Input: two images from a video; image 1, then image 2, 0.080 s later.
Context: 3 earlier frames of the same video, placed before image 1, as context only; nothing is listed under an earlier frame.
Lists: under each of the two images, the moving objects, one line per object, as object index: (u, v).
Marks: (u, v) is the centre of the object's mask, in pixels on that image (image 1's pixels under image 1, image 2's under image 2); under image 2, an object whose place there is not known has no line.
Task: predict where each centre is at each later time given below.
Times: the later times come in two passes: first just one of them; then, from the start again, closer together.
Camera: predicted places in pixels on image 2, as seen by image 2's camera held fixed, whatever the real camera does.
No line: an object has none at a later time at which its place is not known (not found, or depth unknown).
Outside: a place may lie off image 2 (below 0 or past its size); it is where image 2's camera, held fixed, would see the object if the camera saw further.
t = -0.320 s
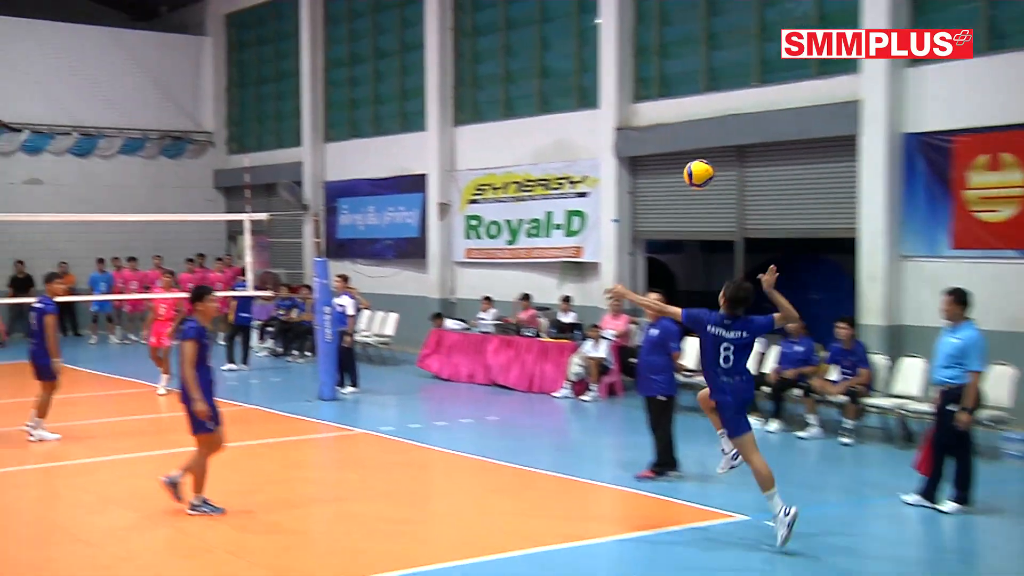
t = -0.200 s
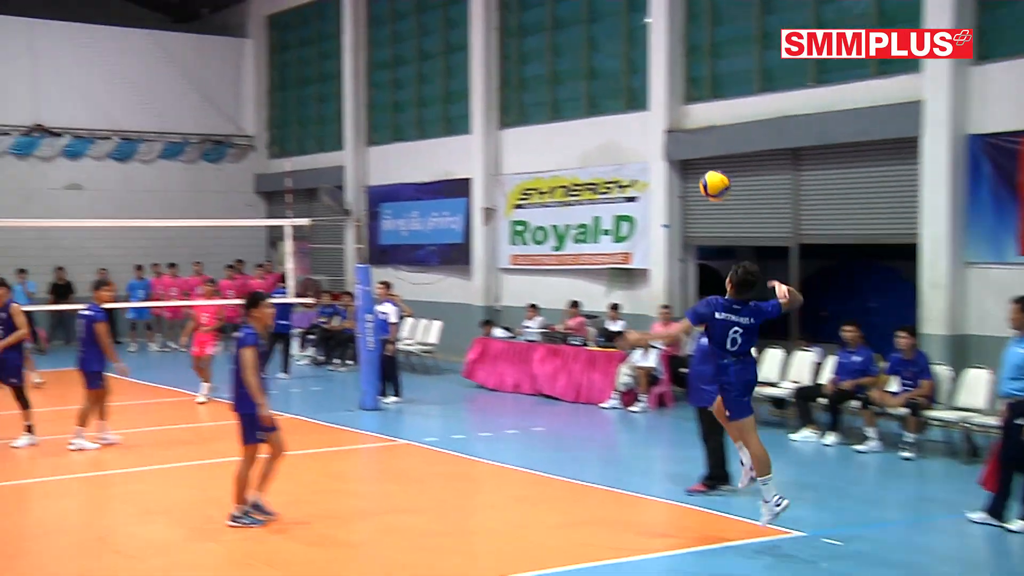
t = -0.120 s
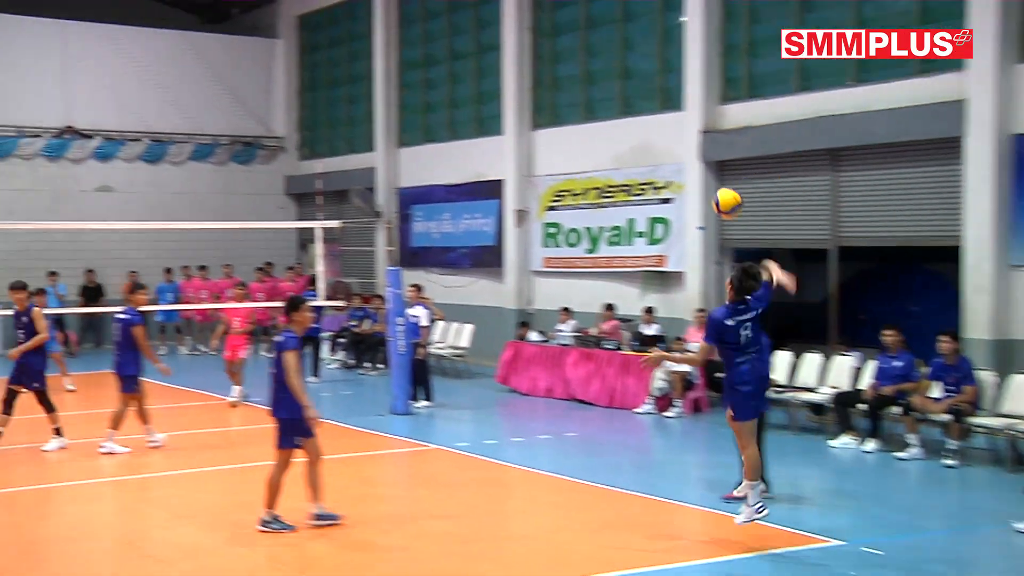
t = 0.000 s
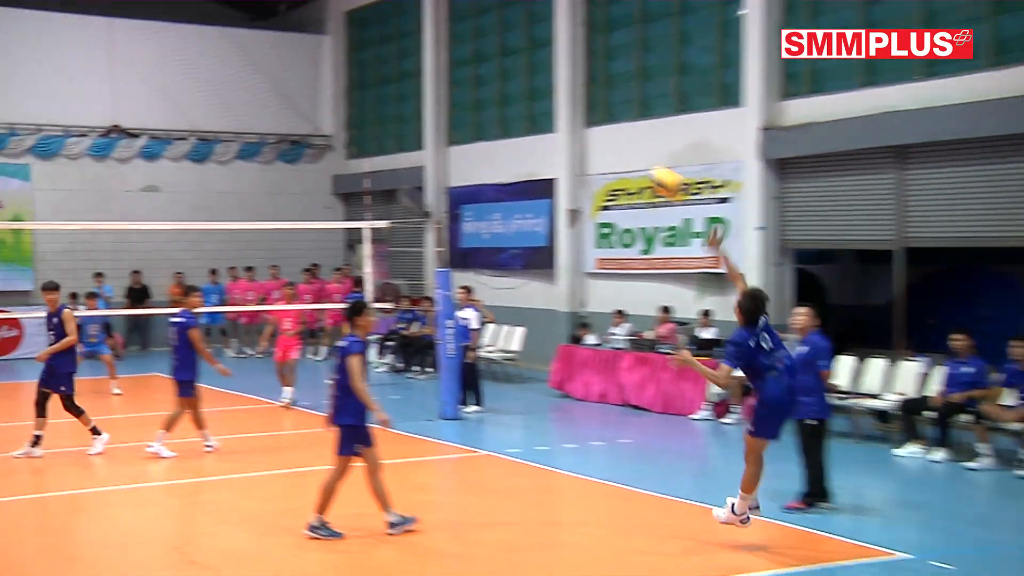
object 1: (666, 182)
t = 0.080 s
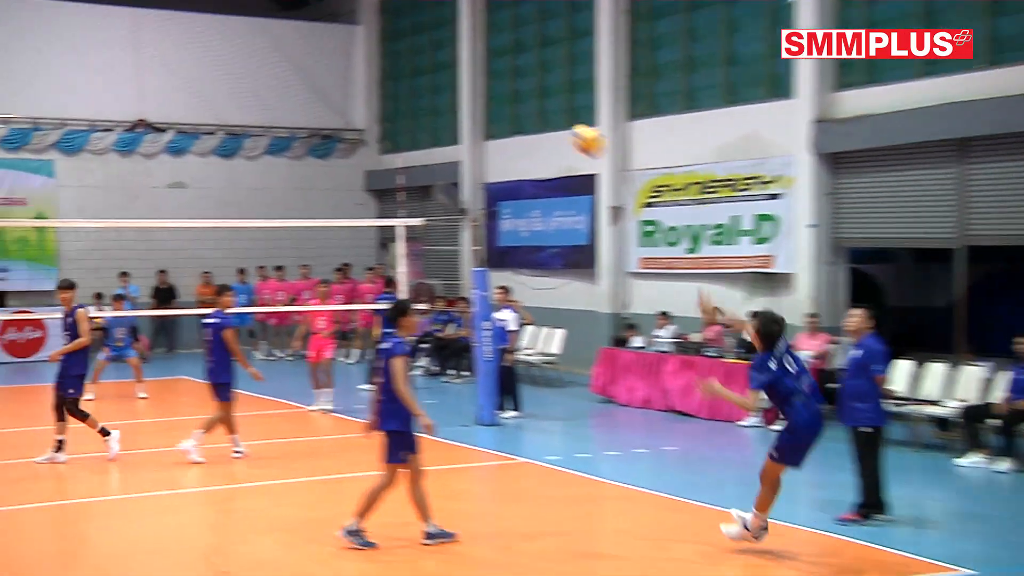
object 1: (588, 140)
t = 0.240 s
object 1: (383, 96)
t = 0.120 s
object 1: (530, 126)
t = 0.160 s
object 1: (479, 115)
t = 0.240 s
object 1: (383, 96)
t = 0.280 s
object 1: (336, 89)
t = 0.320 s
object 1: (292, 84)
